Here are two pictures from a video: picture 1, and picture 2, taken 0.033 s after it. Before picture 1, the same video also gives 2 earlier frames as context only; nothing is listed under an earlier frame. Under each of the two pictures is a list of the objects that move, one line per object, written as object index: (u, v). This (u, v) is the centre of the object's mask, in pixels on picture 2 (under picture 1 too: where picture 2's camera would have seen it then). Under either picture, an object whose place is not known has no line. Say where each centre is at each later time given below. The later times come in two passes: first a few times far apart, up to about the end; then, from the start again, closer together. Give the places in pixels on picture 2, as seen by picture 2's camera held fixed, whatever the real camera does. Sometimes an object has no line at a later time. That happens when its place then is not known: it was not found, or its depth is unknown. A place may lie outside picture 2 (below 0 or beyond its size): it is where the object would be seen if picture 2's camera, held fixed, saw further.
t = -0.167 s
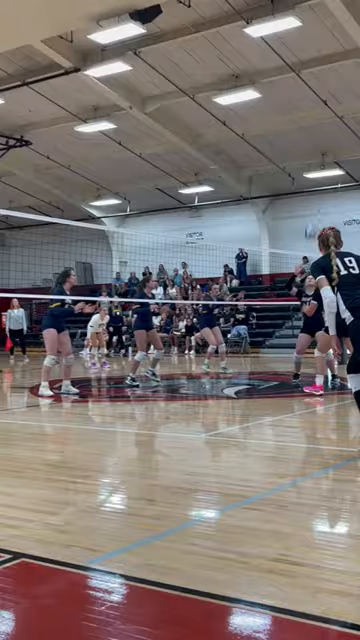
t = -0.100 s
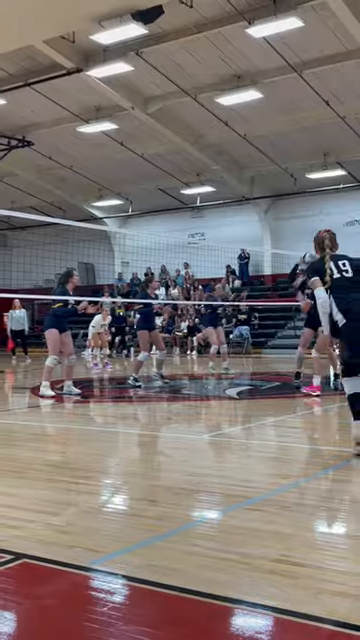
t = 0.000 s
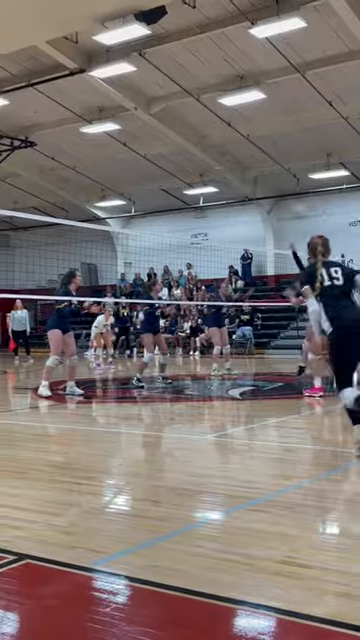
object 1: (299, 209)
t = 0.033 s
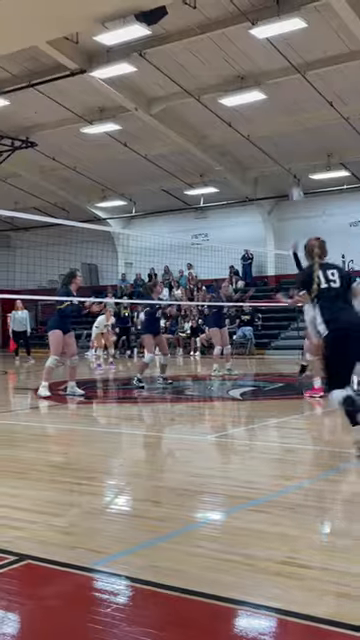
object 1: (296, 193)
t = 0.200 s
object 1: (276, 124)
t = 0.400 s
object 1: (247, 62)
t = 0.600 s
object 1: (225, 26)
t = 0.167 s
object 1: (280, 136)
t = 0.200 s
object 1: (276, 124)
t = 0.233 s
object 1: (271, 111)
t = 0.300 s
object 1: (263, 88)
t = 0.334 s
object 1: (259, 80)
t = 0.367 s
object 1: (258, 75)
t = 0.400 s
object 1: (247, 62)
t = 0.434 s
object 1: (245, 56)
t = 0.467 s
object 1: (241, 46)
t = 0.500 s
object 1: (240, 40)
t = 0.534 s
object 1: (236, 37)
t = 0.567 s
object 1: (230, 29)
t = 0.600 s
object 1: (225, 26)
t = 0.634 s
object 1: (222, 23)
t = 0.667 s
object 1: (218, 21)
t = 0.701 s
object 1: (213, 19)
